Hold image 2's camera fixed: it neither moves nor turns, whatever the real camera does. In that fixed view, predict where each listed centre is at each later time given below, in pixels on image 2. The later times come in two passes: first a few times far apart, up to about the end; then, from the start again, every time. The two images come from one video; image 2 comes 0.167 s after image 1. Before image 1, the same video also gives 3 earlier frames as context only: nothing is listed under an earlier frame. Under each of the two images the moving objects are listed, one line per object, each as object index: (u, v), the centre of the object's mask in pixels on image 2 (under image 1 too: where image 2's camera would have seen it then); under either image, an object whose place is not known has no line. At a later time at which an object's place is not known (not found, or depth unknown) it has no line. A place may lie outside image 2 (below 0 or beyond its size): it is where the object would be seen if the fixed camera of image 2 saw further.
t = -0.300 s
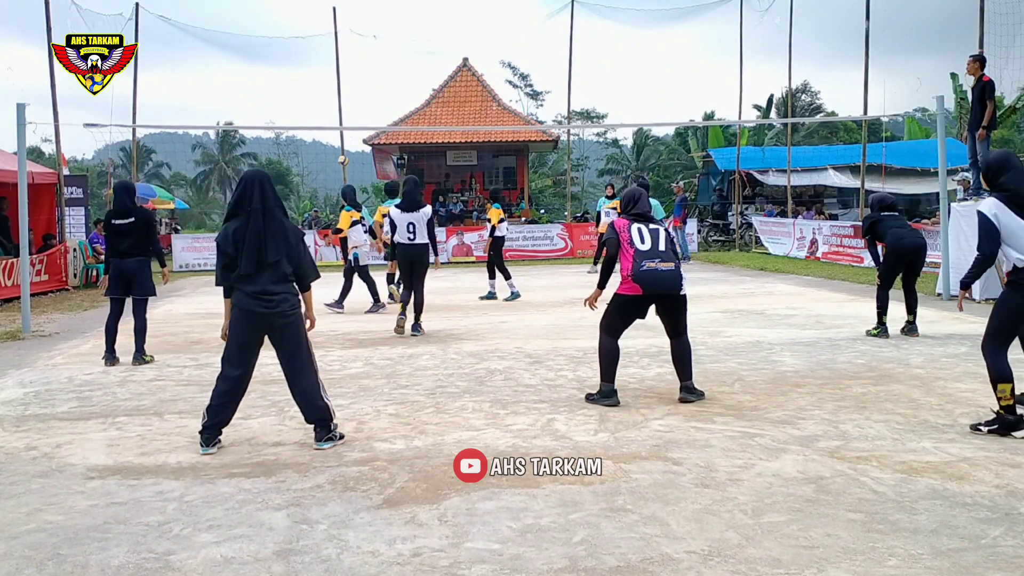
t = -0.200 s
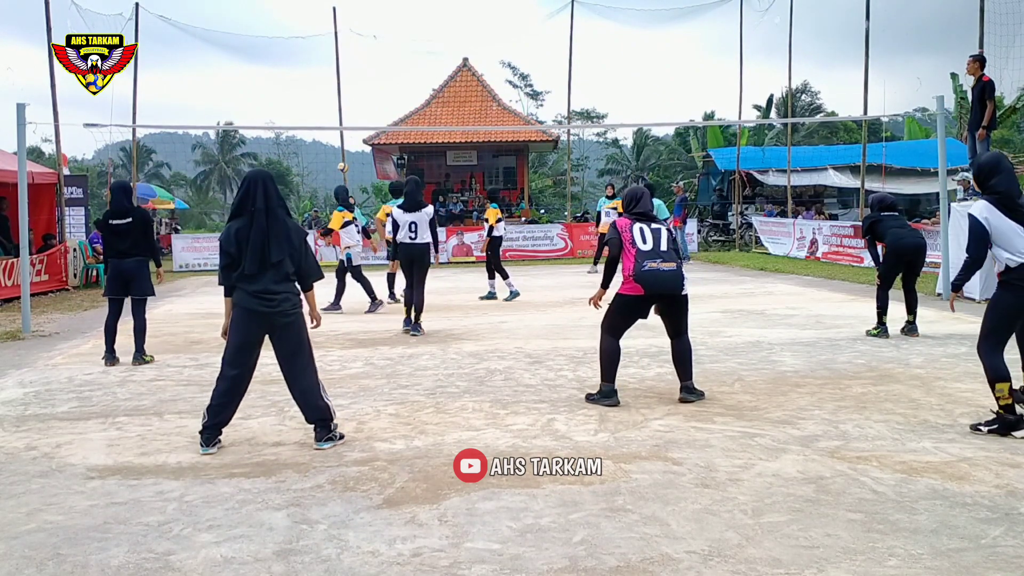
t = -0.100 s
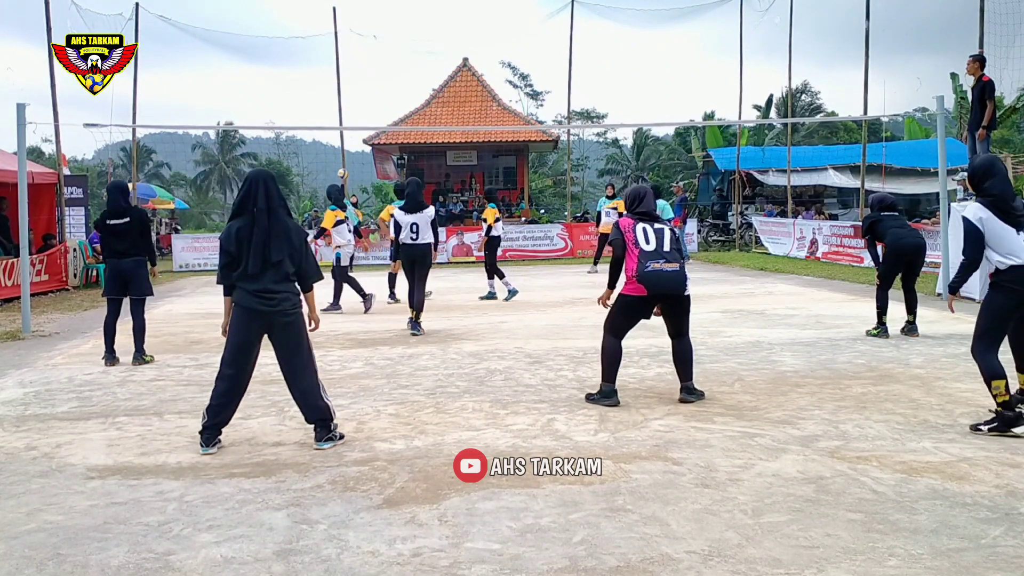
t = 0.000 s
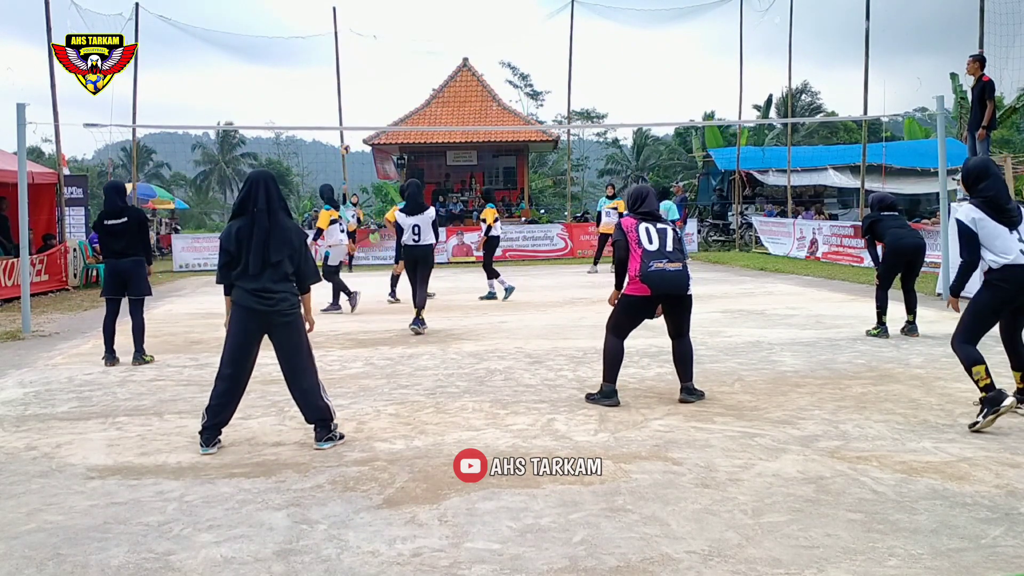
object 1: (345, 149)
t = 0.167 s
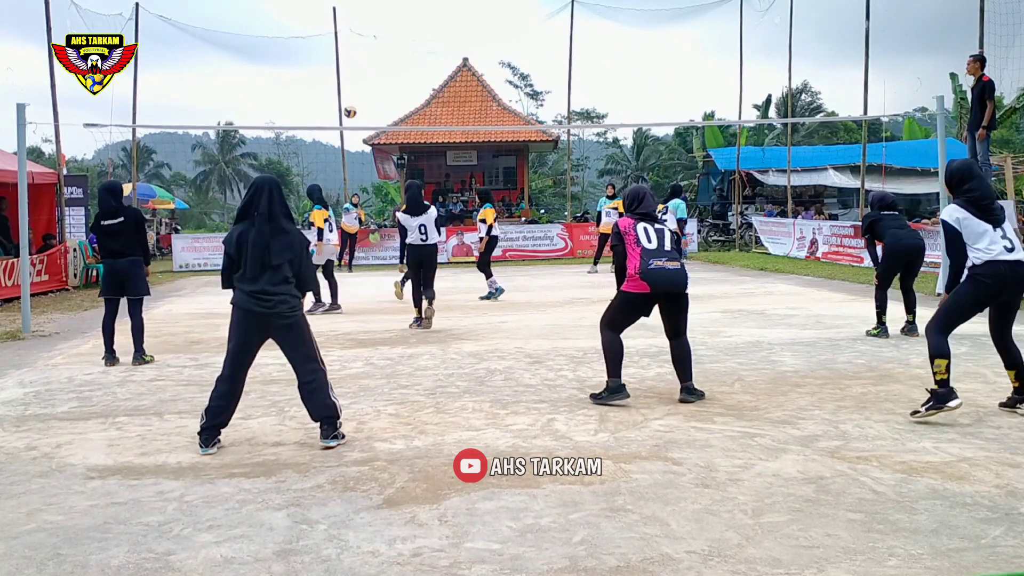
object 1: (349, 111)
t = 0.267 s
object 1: (353, 94)
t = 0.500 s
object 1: (364, 75)
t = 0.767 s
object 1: (391, 112)
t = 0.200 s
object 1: (351, 105)
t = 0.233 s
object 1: (352, 98)
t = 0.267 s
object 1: (353, 94)
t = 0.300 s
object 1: (355, 90)
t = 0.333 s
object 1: (356, 86)
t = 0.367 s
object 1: (357, 83)
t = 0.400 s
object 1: (358, 80)
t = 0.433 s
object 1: (359, 77)
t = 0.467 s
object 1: (361, 76)
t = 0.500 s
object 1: (364, 75)
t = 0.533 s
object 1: (366, 74)
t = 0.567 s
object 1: (369, 75)
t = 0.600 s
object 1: (371, 77)
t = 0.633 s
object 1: (375, 81)
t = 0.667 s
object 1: (378, 85)
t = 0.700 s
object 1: (382, 92)
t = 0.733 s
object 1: (386, 101)
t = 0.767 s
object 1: (391, 112)
